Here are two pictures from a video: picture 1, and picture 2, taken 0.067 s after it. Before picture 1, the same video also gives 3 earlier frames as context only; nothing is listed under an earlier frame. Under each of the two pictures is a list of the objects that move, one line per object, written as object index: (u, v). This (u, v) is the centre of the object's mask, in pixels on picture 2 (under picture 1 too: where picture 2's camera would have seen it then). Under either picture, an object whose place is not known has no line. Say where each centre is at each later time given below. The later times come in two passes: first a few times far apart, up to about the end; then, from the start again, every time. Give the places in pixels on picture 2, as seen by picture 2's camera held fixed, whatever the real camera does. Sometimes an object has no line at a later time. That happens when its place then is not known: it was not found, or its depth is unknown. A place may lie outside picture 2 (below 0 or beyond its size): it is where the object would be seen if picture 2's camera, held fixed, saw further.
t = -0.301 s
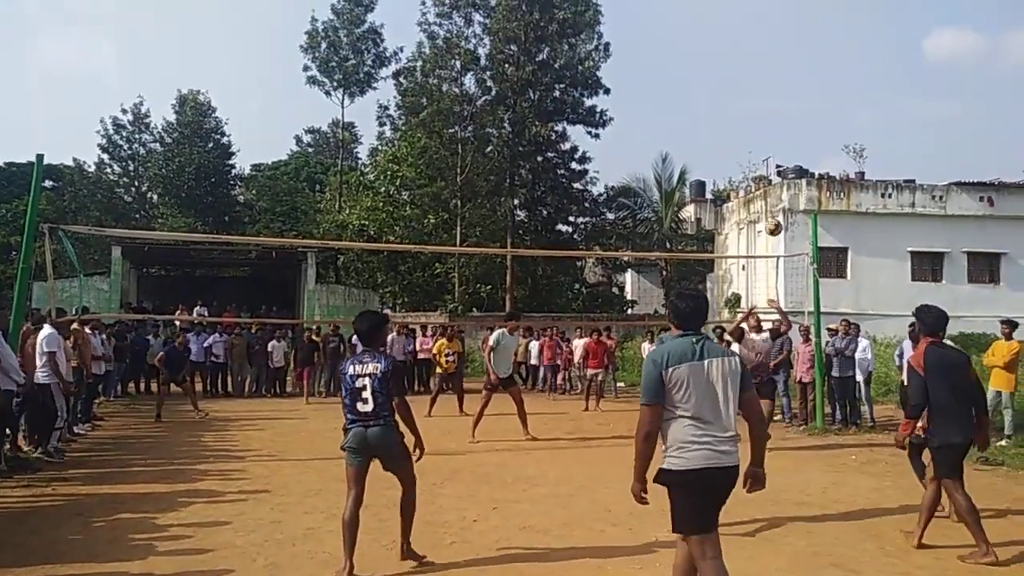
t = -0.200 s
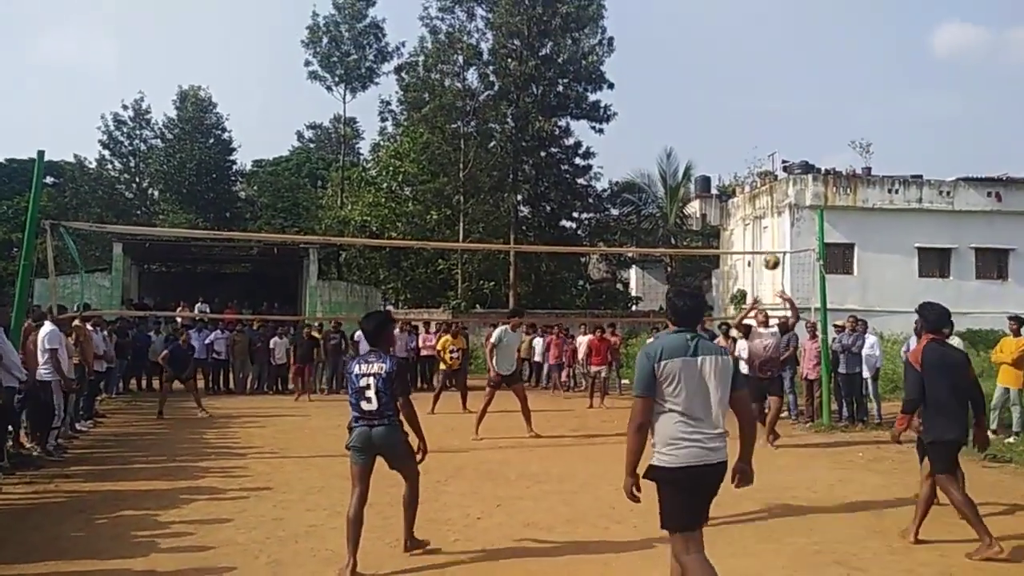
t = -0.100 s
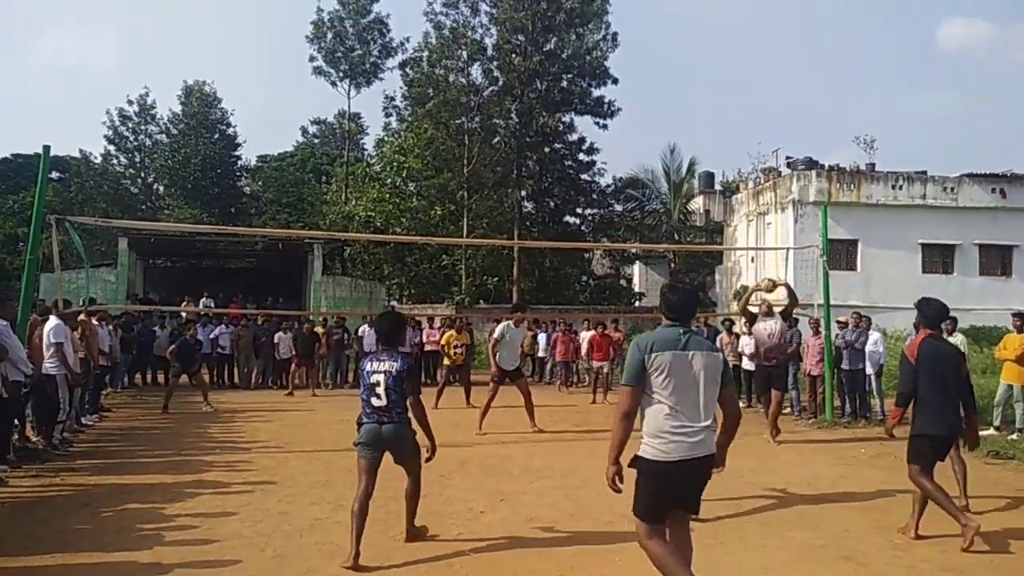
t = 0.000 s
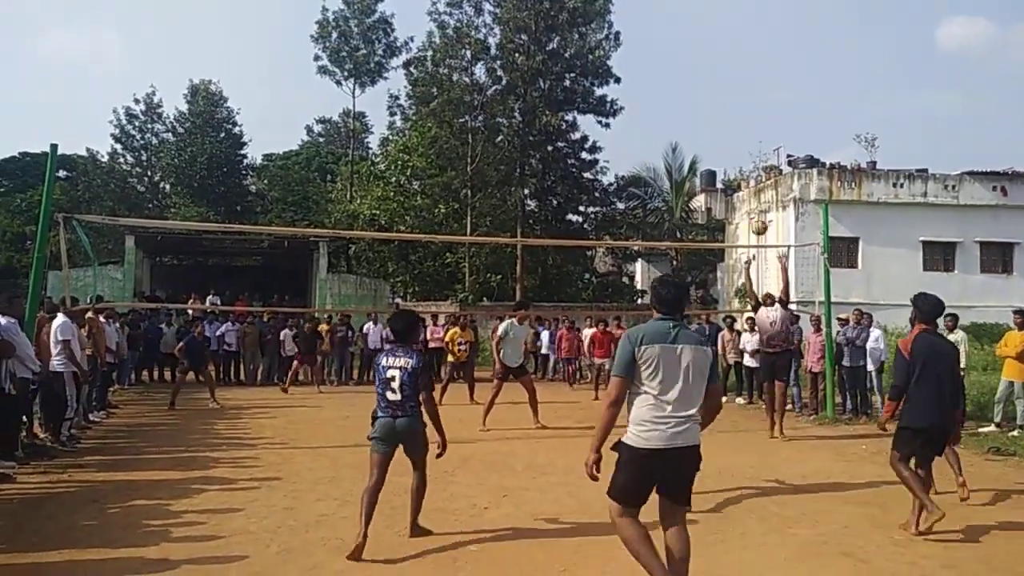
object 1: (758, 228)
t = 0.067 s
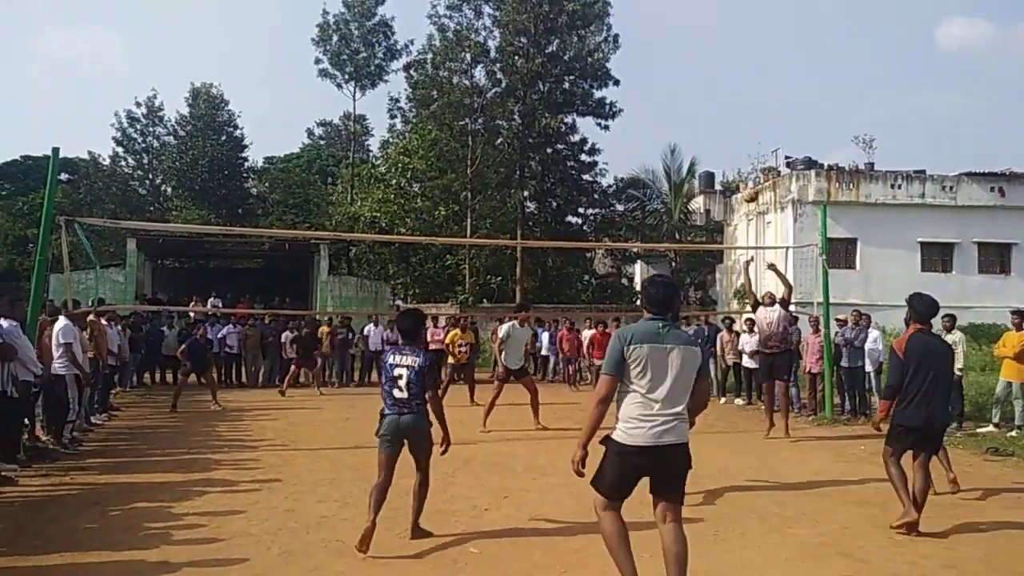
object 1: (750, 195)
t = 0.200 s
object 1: (737, 138)
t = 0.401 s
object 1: (715, 81)
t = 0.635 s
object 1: (693, 52)
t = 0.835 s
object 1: (676, 59)
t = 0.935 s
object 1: (667, 73)
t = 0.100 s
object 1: (747, 179)
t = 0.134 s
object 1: (744, 165)
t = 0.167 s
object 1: (740, 151)
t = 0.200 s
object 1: (737, 138)
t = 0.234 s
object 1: (732, 127)
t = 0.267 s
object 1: (729, 116)
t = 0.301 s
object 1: (726, 106)
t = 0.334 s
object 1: (722, 97)
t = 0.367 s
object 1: (719, 89)
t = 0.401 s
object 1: (715, 81)
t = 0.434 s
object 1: (712, 75)
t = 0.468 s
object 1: (709, 69)
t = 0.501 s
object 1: (706, 64)
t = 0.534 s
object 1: (703, 60)
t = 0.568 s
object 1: (700, 56)
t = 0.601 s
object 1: (697, 54)
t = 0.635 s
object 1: (693, 52)
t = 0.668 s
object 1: (690, 51)
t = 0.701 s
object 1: (687, 51)
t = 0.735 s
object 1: (684, 52)
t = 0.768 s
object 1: (682, 53)
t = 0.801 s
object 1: (679, 56)
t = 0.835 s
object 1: (676, 59)
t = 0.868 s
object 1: (673, 62)
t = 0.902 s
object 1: (670, 67)
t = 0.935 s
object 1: (667, 73)
